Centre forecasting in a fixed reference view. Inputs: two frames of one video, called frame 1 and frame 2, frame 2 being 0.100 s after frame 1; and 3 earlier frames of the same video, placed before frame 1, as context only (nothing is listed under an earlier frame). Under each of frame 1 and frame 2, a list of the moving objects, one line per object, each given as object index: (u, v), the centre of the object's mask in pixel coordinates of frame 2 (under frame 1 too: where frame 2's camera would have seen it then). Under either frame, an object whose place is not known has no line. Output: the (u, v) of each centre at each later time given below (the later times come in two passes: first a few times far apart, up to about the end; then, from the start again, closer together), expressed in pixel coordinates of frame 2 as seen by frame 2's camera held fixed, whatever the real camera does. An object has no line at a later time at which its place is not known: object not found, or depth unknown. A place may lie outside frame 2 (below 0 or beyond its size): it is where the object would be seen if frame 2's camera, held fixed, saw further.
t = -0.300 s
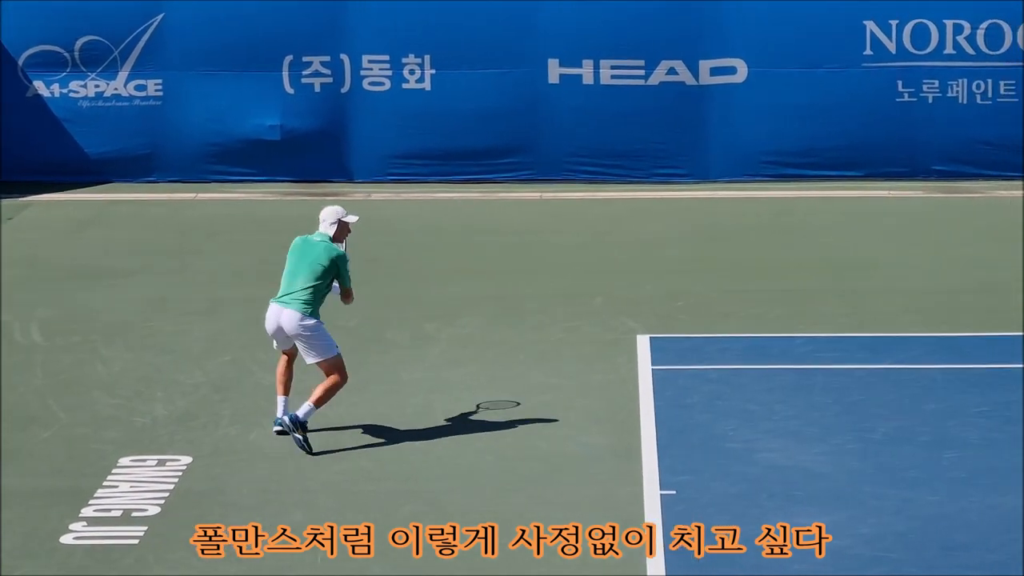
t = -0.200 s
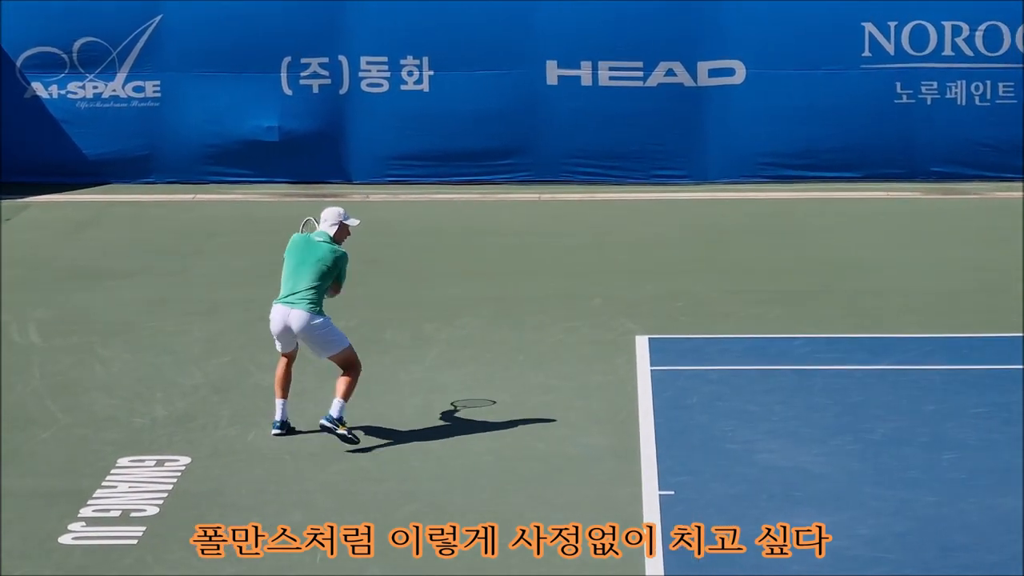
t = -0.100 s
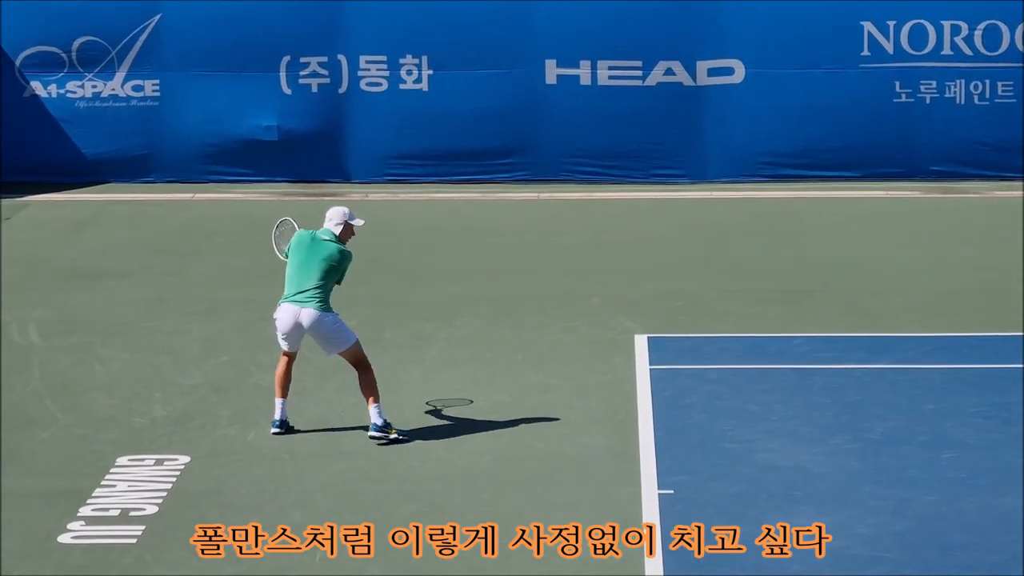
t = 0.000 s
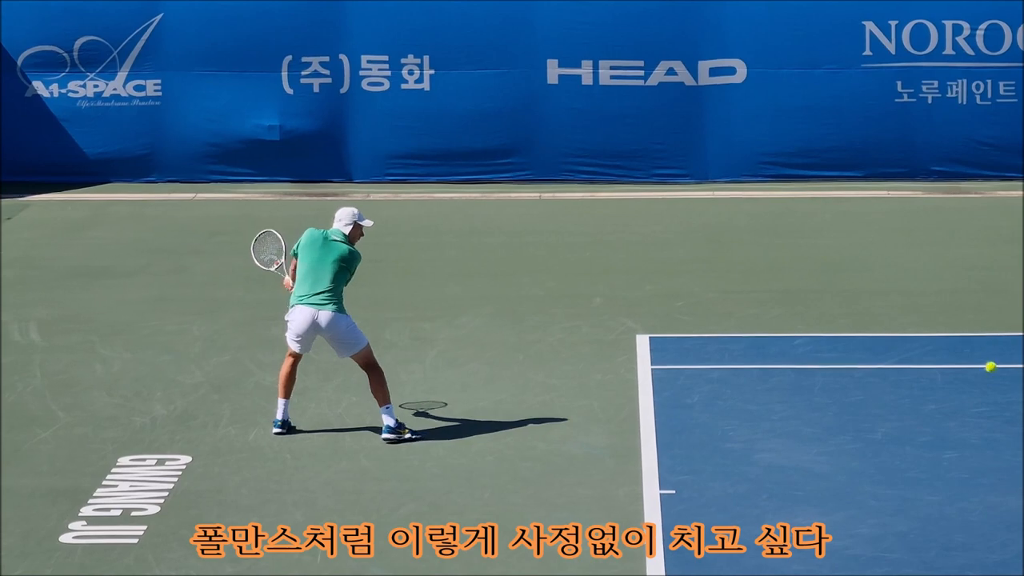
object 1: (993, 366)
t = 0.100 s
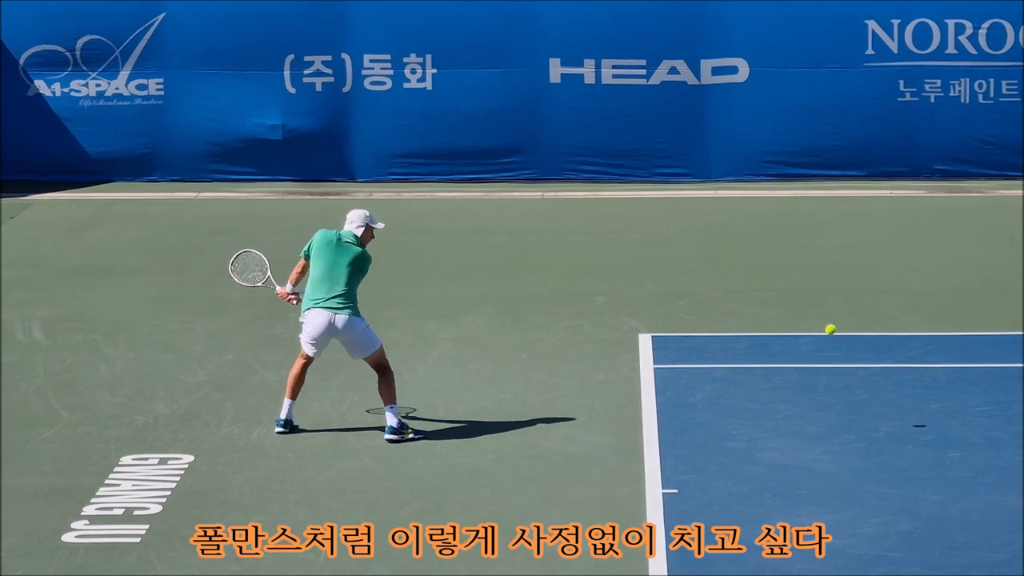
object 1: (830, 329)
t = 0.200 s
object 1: (676, 310)
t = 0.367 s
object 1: (437, 316)
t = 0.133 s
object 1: (778, 321)
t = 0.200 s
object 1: (676, 310)
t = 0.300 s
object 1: (530, 308)
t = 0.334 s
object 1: (483, 311)
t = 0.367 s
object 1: (437, 316)
